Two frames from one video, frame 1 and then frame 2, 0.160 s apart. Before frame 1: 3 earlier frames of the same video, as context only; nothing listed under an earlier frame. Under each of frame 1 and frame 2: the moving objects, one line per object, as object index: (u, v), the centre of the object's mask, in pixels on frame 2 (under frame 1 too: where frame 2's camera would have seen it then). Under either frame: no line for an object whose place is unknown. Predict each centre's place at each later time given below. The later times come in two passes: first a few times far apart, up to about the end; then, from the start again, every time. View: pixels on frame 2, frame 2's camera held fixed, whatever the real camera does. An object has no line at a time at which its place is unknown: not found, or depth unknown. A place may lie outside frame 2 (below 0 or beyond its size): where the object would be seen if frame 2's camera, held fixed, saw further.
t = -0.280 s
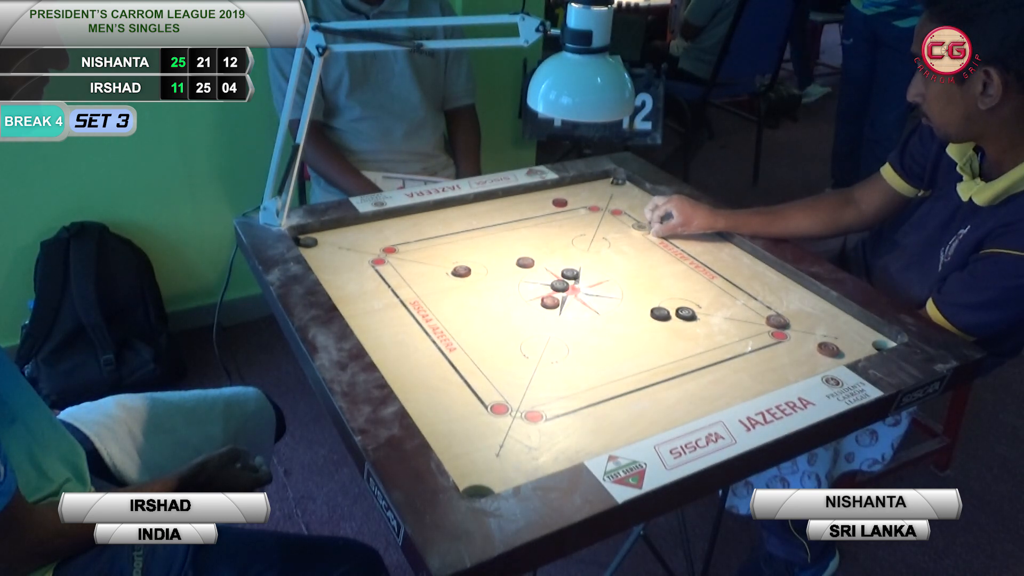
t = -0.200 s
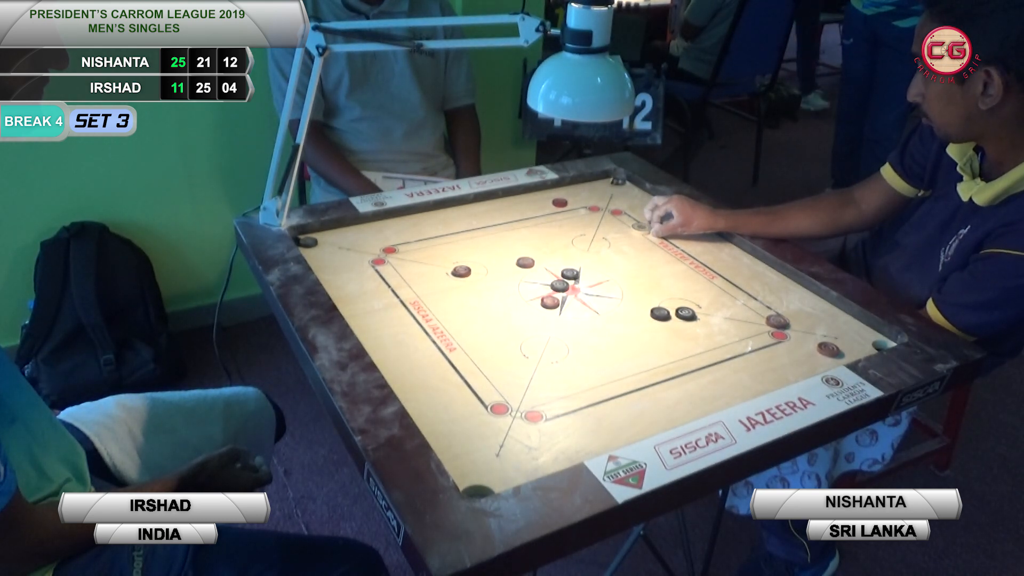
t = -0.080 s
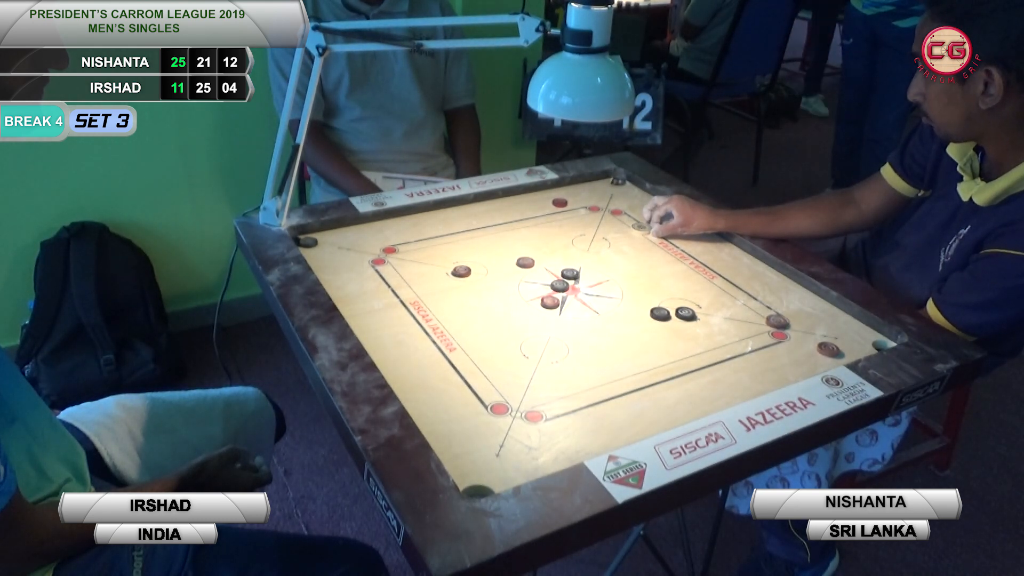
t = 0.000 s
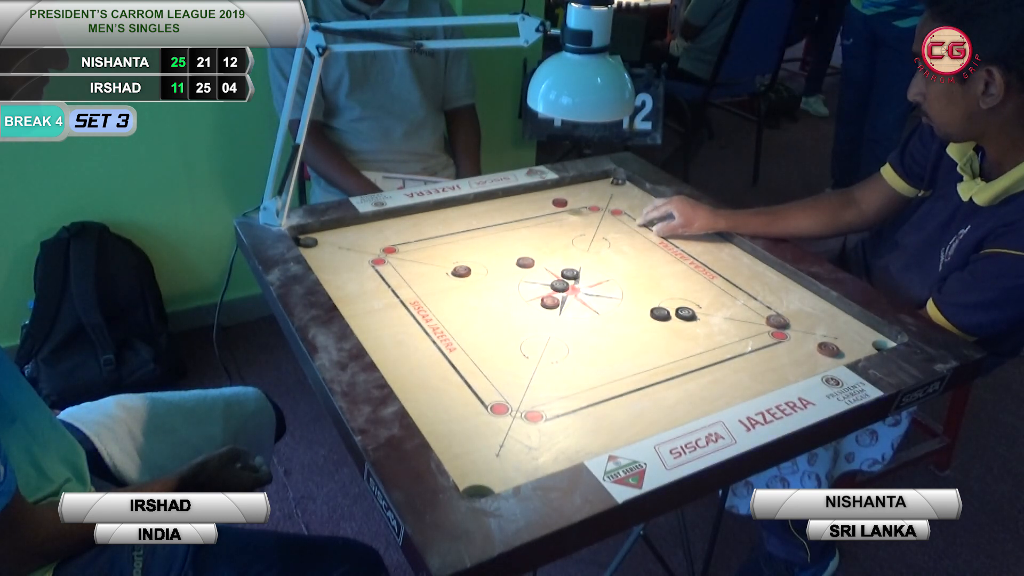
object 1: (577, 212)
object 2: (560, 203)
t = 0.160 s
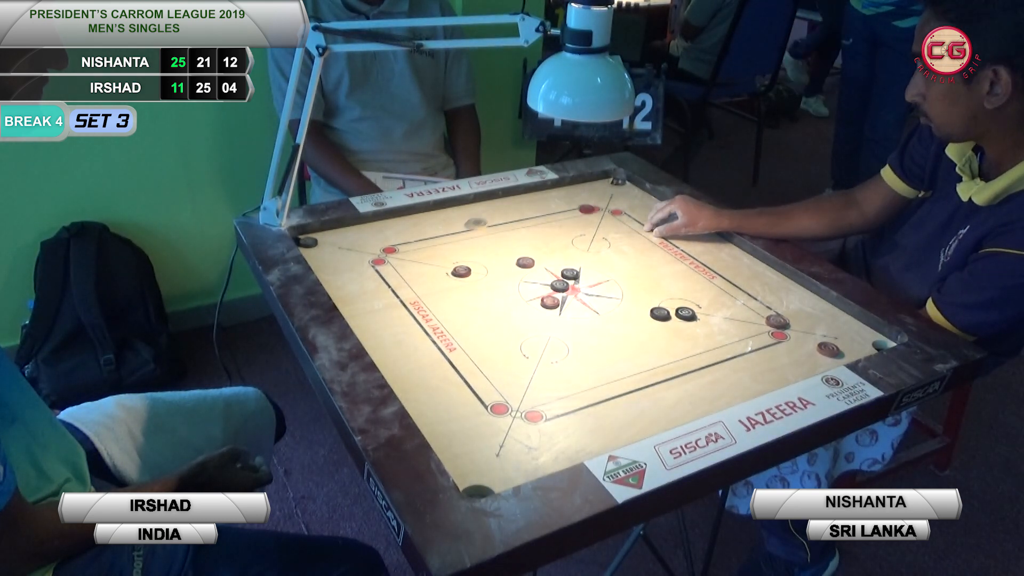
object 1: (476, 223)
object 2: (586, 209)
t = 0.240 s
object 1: (452, 249)
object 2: (611, 222)
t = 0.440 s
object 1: (388, 320)
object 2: (663, 250)
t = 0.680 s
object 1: (460, 358)
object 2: (699, 271)
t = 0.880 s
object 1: (533, 371)
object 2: (703, 273)
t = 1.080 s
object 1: (577, 378)
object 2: (703, 273)
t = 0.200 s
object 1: (464, 236)
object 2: (599, 216)
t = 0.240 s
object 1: (452, 249)
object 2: (611, 222)
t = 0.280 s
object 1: (440, 263)
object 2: (622, 228)
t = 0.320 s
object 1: (428, 276)
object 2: (633, 234)
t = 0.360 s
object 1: (415, 291)
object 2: (644, 240)
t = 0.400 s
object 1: (401, 305)
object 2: (653, 245)
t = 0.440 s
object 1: (388, 320)
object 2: (663, 250)
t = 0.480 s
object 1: (374, 335)
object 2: (671, 255)
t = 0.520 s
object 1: (381, 344)
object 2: (678, 259)
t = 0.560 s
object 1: (402, 348)
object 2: (685, 263)
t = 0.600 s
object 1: (423, 352)
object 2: (691, 266)
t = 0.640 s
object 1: (442, 355)
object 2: (695, 269)
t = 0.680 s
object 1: (460, 358)
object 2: (699, 271)
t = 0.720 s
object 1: (477, 361)
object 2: (702, 272)
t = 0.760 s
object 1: (493, 364)
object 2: (703, 273)
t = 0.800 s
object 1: (507, 366)
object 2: (703, 273)
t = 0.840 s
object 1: (521, 369)
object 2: (703, 273)
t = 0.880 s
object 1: (533, 371)
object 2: (703, 273)
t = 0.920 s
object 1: (545, 373)
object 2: (703, 273)
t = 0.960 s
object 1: (555, 374)
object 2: (703, 273)
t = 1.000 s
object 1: (563, 376)
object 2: (703, 273)
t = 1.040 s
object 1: (571, 377)
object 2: (703, 273)
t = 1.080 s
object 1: (577, 378)
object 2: (703, 273)
